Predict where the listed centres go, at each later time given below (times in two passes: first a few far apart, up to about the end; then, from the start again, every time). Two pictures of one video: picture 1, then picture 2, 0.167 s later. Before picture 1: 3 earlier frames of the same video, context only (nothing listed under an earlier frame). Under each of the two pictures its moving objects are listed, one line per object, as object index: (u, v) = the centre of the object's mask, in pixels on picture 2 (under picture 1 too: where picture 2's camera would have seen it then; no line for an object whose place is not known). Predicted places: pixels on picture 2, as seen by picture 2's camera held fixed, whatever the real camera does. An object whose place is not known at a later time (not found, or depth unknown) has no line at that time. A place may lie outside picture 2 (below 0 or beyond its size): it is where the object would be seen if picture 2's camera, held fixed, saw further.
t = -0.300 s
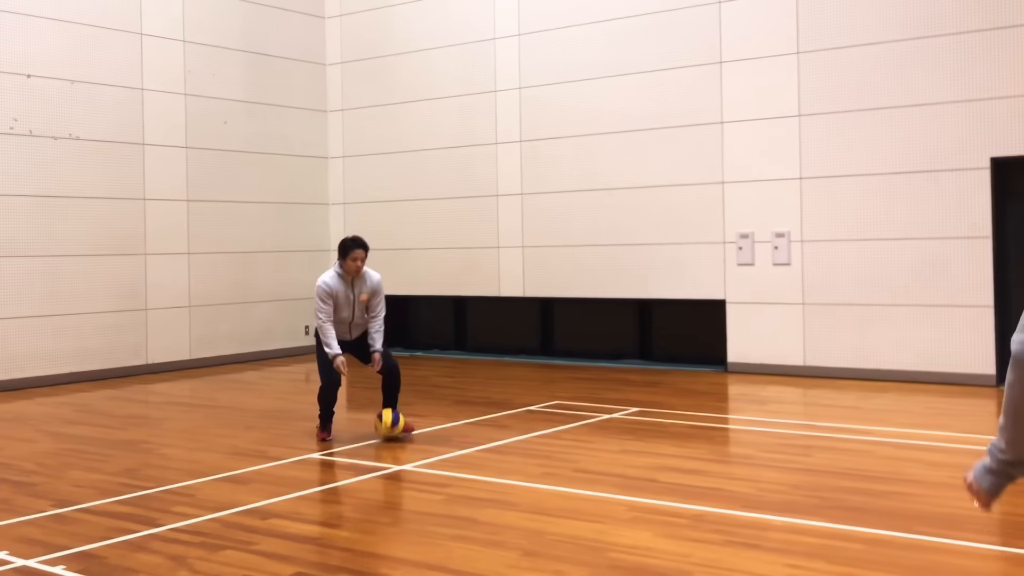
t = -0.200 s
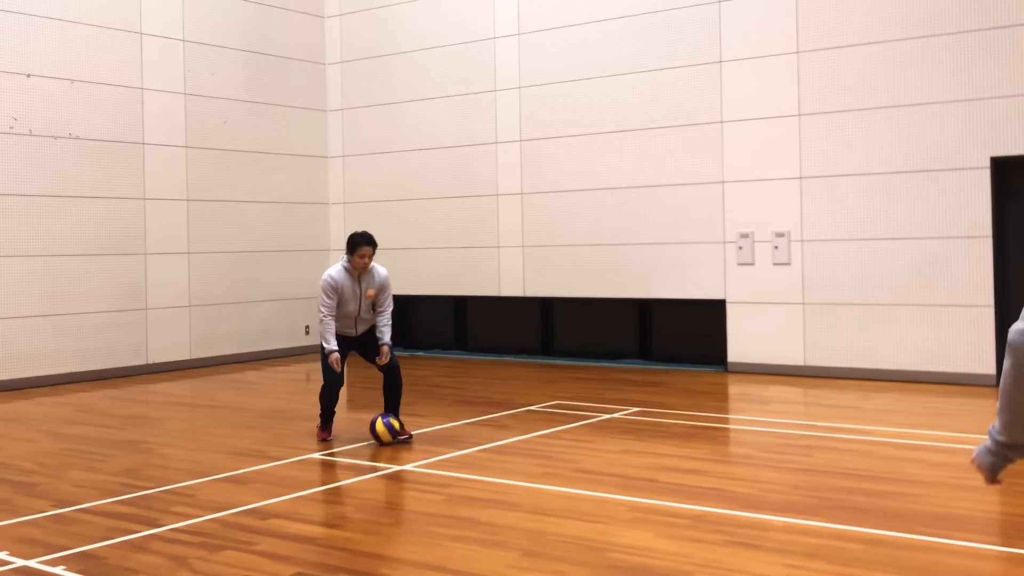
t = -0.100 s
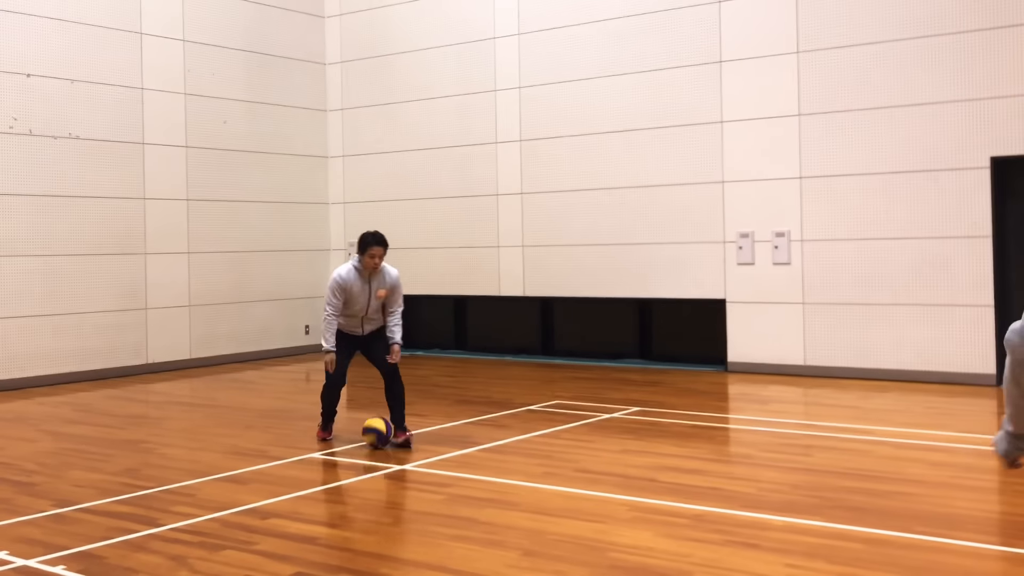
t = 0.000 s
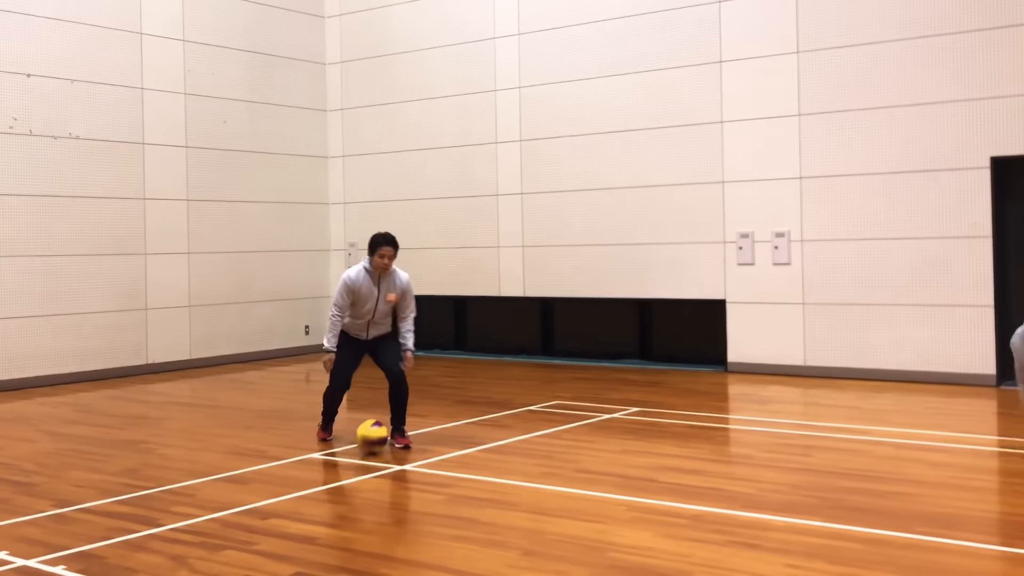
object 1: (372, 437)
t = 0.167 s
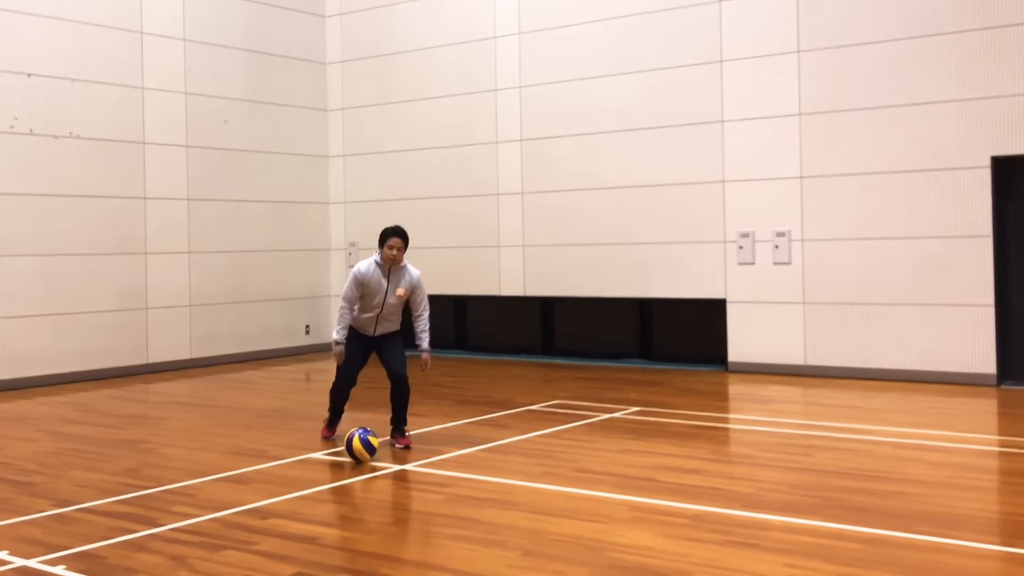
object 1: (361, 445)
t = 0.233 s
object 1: (356, 447)
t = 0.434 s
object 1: (342, 458)
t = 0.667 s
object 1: (323, 471)
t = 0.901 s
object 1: (303, 485)
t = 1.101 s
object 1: (283, 499)
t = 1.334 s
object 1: (258, 517)
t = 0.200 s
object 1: (359, 446)
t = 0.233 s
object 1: (356, 447)
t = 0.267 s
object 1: (353, 451)
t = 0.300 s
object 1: (352, 451)
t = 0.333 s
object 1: (349, 453)
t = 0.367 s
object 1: (347, 454)
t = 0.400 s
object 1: (345, 455)
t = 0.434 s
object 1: (342, 458)
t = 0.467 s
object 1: (340, 459)
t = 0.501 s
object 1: (337, 462)
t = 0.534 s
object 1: (335, 464)
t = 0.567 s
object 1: (332, 465)
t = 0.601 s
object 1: (329, 467)
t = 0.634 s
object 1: (326, 469)
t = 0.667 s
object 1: (323, 471)
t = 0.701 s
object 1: (321, 473)
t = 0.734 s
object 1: (318, 476)
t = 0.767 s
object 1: (315, 477)
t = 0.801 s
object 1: (312, 478)
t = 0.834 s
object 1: (309, 481)
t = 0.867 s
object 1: (306, 483)
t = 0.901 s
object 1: (303, 485)
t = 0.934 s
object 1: (300, 488)
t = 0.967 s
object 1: (297, 490)
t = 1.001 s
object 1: (293, 492)
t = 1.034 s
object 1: (289, 495)
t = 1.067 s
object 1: (287, 496)
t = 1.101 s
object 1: (283, 499)
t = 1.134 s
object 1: (280, 501)
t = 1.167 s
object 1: (277, 504)
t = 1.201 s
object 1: (273, 505)
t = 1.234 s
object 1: (269, 508)
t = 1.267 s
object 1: (265, 511)
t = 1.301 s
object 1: (262, 515)
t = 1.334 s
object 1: (258, 517)
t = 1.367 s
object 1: (254, 519)
